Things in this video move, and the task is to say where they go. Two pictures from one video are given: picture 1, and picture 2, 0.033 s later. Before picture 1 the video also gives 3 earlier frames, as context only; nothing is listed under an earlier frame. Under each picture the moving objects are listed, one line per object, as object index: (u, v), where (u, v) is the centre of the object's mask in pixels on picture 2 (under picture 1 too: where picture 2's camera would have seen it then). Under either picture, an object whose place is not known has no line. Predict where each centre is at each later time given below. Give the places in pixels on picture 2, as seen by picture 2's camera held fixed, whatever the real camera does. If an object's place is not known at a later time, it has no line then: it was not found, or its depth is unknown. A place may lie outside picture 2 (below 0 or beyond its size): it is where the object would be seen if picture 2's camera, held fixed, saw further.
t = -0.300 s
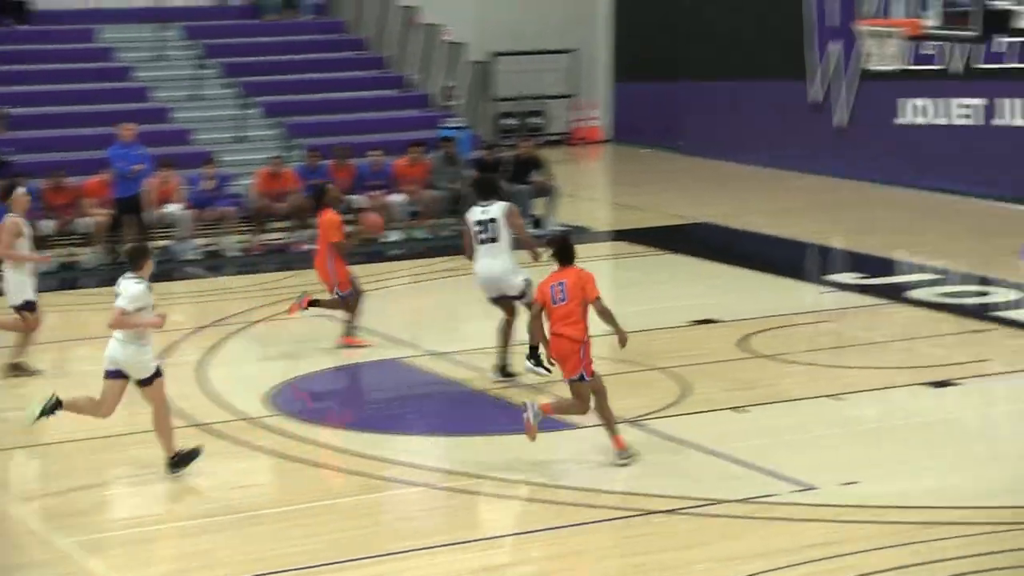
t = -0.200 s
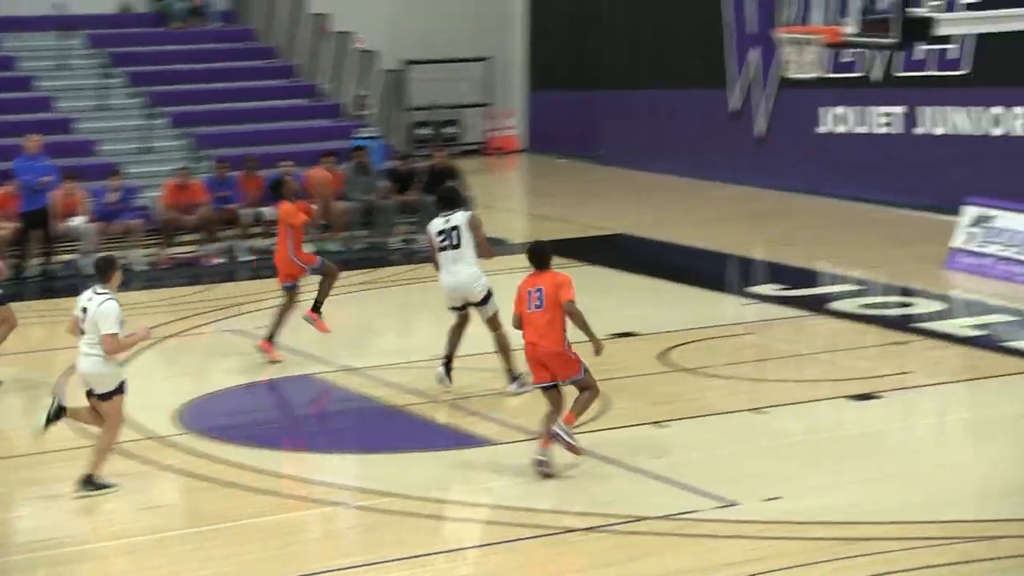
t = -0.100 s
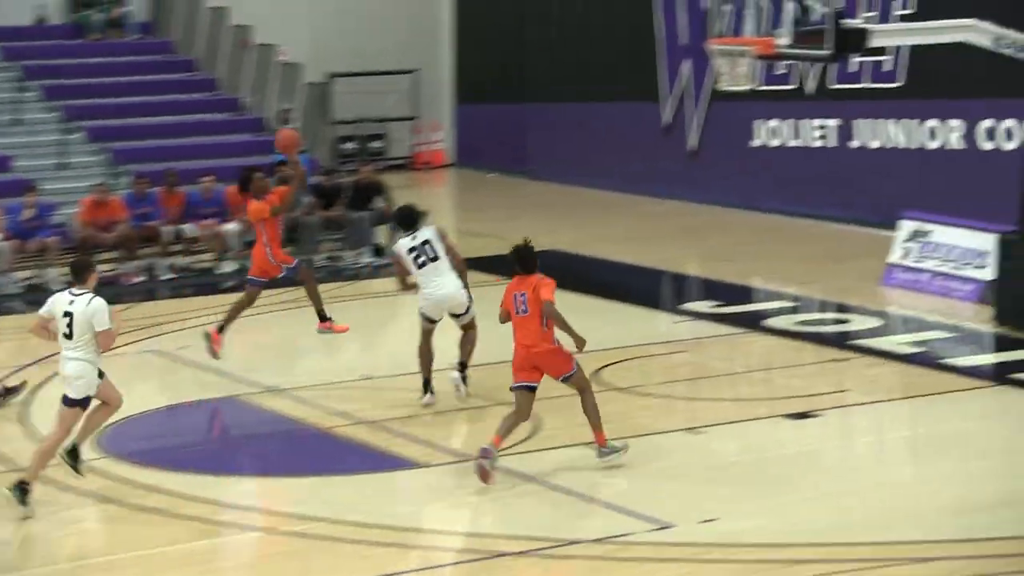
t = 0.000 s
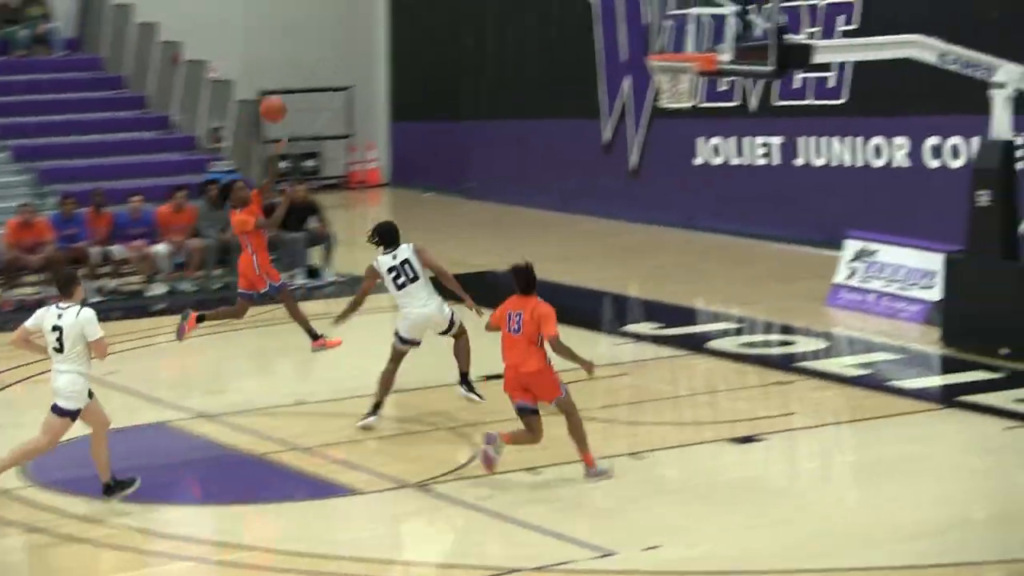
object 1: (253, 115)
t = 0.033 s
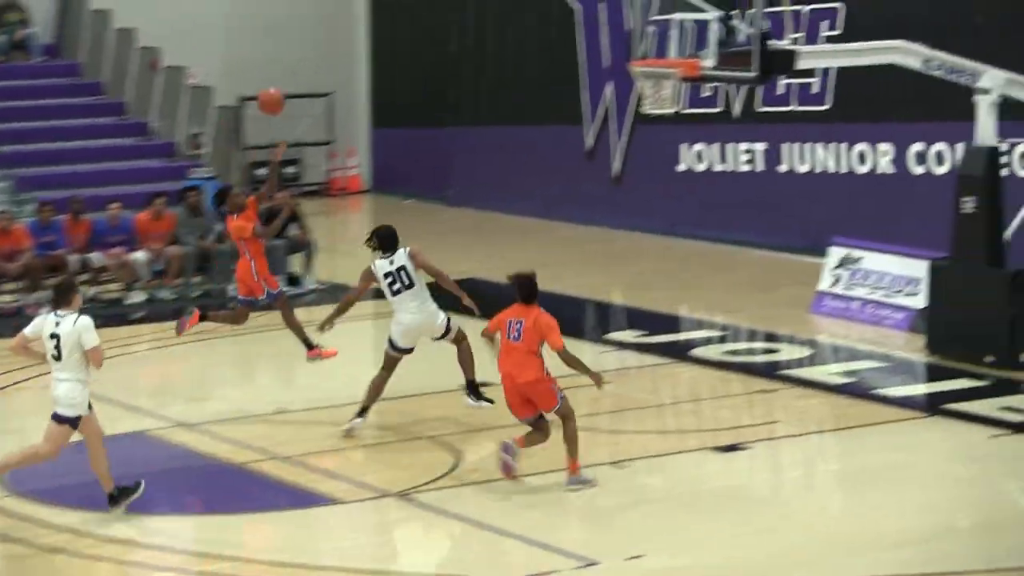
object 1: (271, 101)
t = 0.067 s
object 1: (289, 87)
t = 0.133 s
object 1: (325, 63)
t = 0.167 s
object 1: (343, 52)
